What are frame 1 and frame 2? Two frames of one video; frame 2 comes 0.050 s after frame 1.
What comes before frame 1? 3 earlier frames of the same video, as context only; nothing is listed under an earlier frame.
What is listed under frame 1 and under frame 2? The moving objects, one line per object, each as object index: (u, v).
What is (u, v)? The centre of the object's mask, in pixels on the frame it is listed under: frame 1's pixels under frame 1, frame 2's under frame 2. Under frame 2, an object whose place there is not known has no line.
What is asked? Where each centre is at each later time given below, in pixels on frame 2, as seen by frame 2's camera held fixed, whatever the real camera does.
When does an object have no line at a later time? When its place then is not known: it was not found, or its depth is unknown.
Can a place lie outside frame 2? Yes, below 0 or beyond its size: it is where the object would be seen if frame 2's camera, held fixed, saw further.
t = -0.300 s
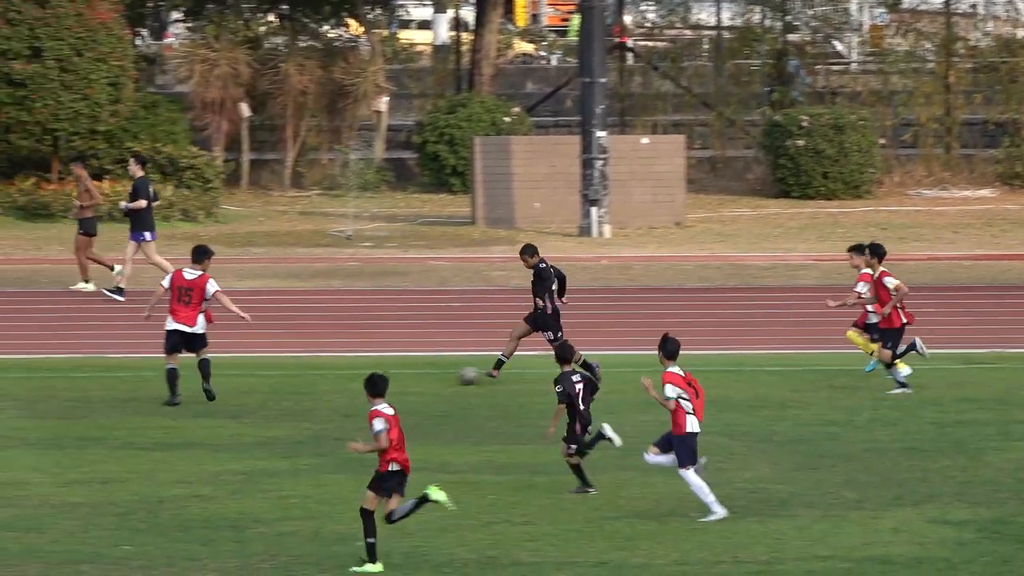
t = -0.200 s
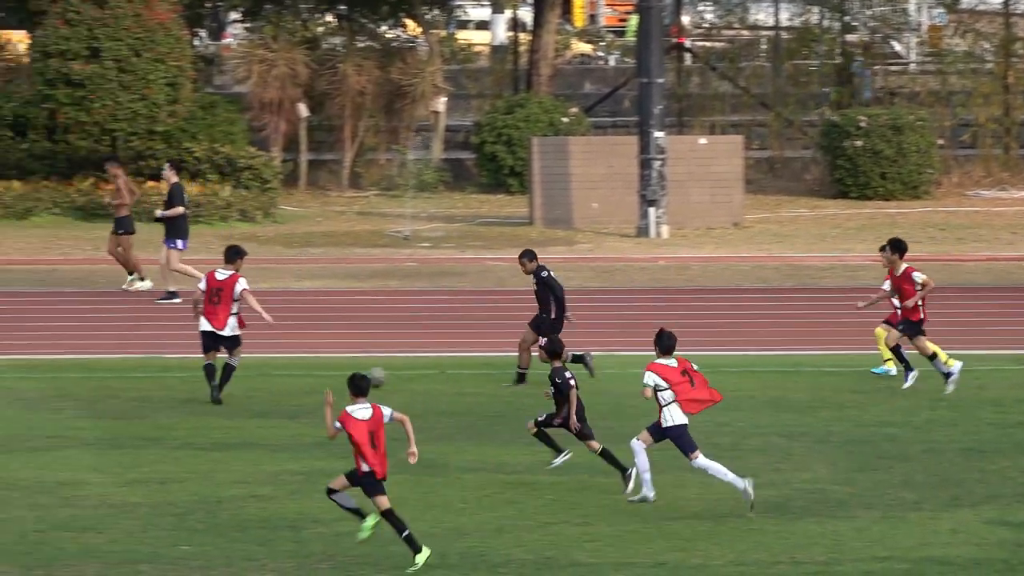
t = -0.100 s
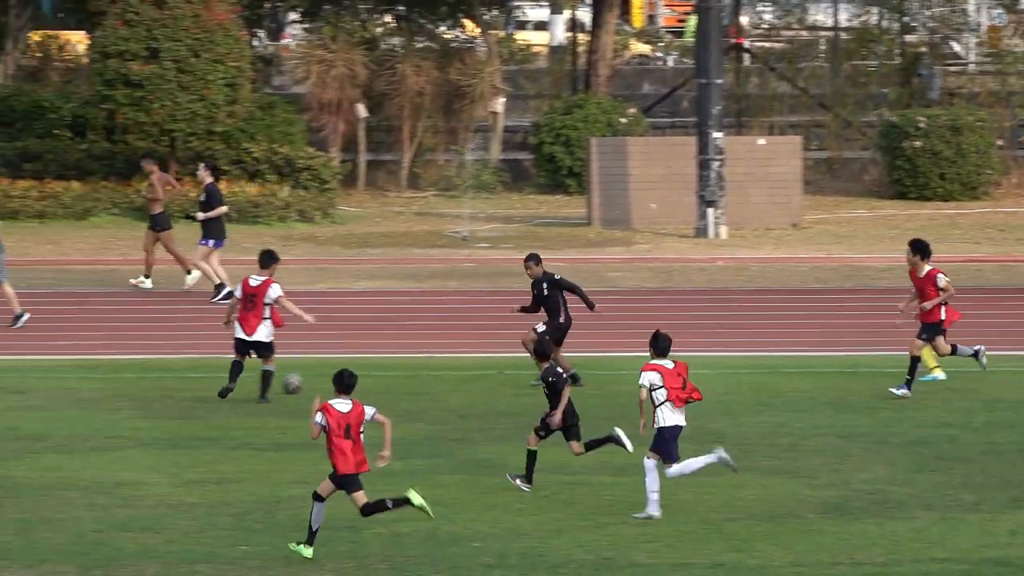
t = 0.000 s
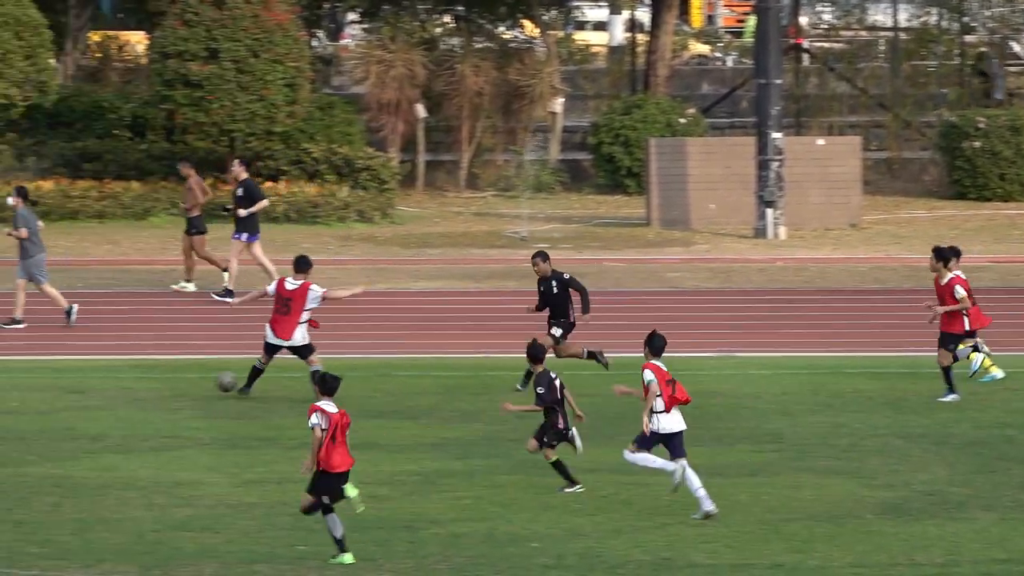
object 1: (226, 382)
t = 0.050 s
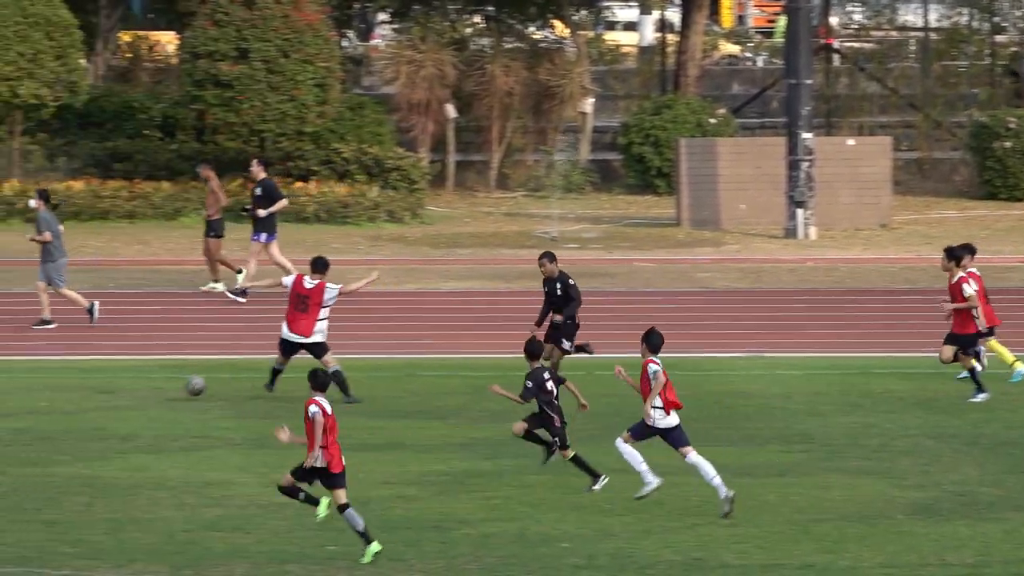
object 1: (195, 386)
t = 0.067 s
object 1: (176, 388)
